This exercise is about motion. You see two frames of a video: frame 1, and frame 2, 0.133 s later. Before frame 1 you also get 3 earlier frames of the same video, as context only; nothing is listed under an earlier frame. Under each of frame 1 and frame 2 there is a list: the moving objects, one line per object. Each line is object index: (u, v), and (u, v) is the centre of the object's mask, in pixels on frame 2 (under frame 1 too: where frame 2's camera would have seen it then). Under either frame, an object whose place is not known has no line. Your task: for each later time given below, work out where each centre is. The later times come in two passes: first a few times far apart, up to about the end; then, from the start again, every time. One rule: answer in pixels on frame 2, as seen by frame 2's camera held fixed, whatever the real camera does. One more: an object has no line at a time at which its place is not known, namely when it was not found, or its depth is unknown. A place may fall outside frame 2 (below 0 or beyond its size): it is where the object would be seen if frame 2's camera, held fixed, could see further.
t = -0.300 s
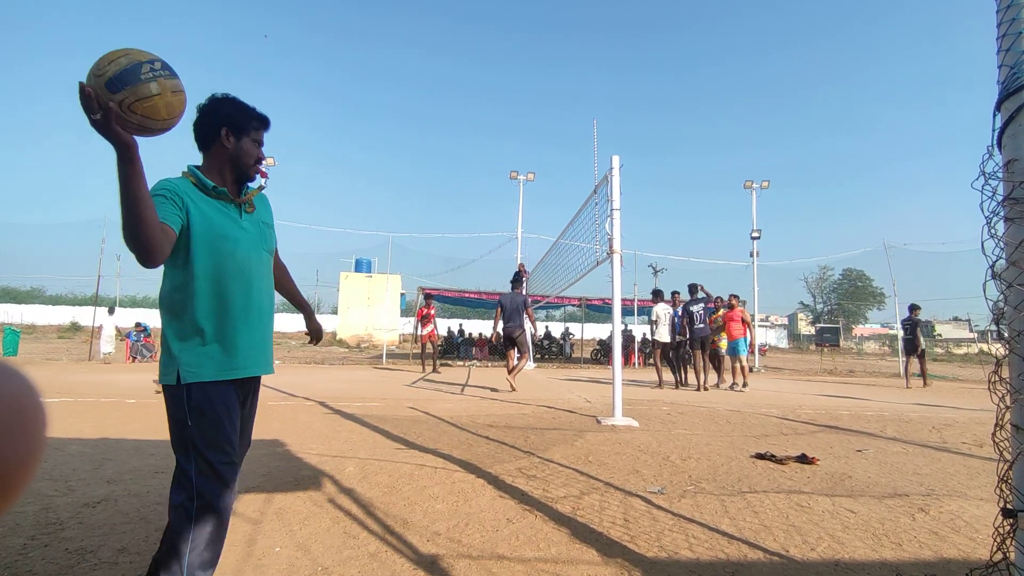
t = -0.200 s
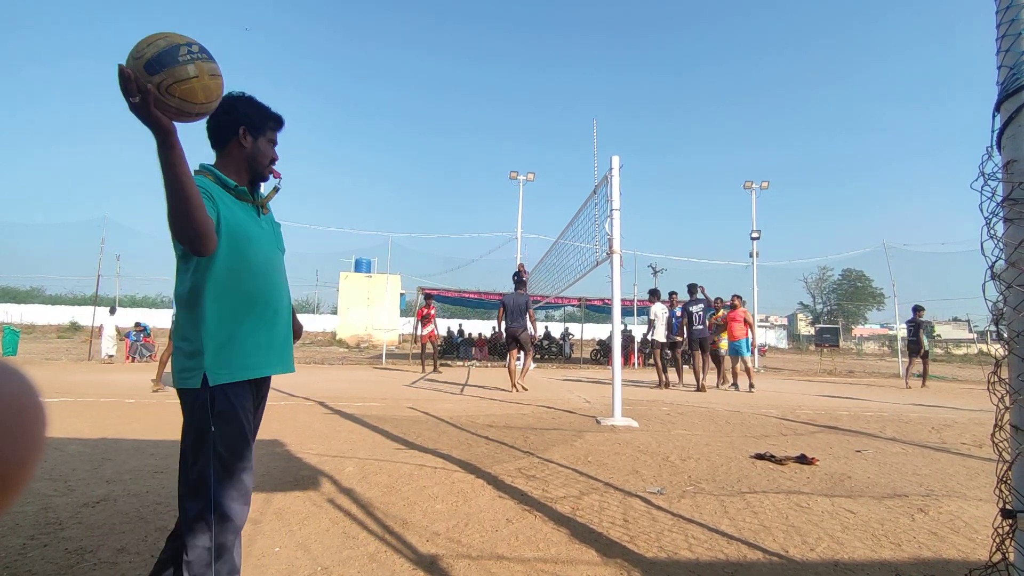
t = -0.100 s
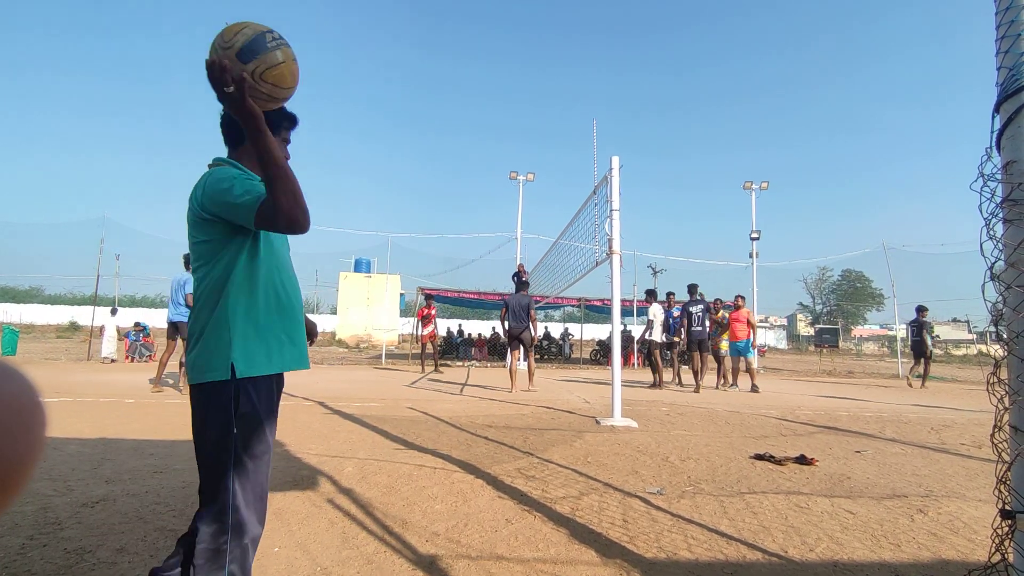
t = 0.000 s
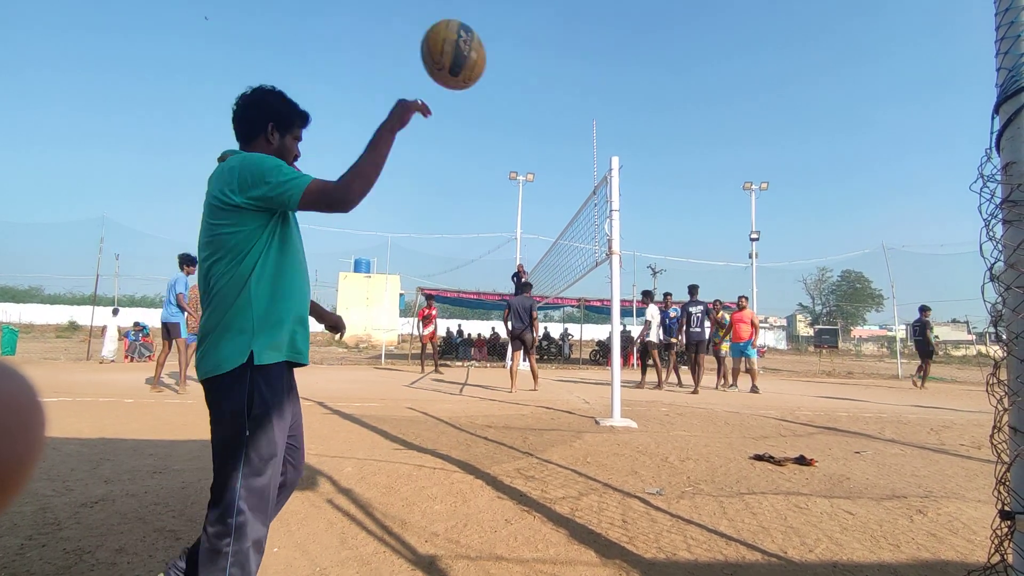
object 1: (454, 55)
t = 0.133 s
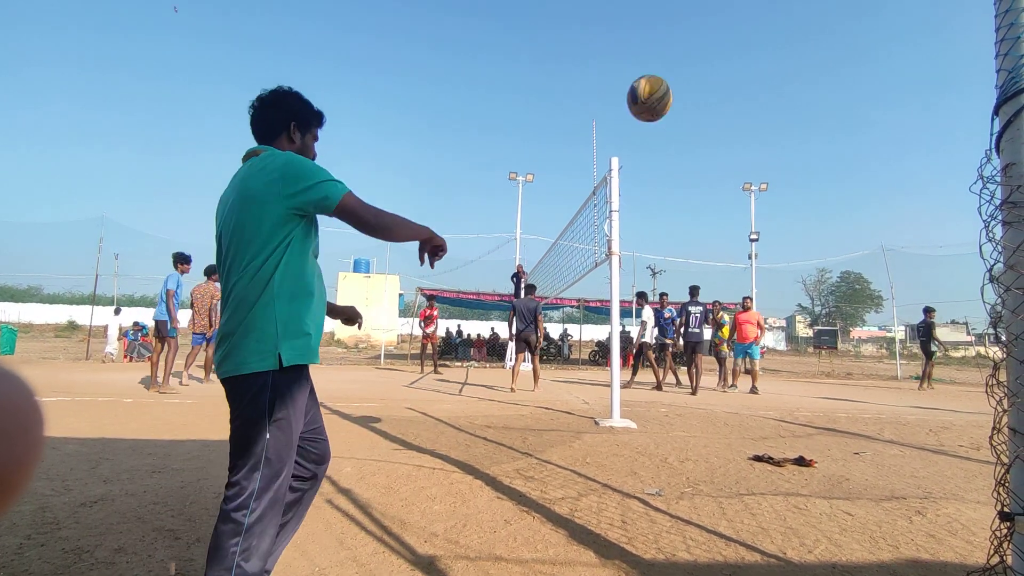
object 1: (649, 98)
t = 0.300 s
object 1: (768, 157)
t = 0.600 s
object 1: (876, 267)
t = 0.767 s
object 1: (917, 331)
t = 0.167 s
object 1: (680, 110)
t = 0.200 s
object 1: (706, 122)
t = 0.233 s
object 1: (729, 134)
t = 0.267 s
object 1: (750, 145)
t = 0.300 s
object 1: (768, 157)
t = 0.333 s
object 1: (784, 169)
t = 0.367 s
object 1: (800, 180)
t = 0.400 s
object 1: (813, 193)
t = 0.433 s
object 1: (826, 205)
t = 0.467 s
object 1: (837, 217)
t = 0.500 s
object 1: (848, 230)
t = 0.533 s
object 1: (858, 242)
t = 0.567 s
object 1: (868, 254)
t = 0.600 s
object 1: (876, 267)
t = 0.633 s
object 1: (886, 279)
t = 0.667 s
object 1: (894, 292)
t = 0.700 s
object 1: (901, 305)
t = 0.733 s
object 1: (909, 317)
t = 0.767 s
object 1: (917, 331)
